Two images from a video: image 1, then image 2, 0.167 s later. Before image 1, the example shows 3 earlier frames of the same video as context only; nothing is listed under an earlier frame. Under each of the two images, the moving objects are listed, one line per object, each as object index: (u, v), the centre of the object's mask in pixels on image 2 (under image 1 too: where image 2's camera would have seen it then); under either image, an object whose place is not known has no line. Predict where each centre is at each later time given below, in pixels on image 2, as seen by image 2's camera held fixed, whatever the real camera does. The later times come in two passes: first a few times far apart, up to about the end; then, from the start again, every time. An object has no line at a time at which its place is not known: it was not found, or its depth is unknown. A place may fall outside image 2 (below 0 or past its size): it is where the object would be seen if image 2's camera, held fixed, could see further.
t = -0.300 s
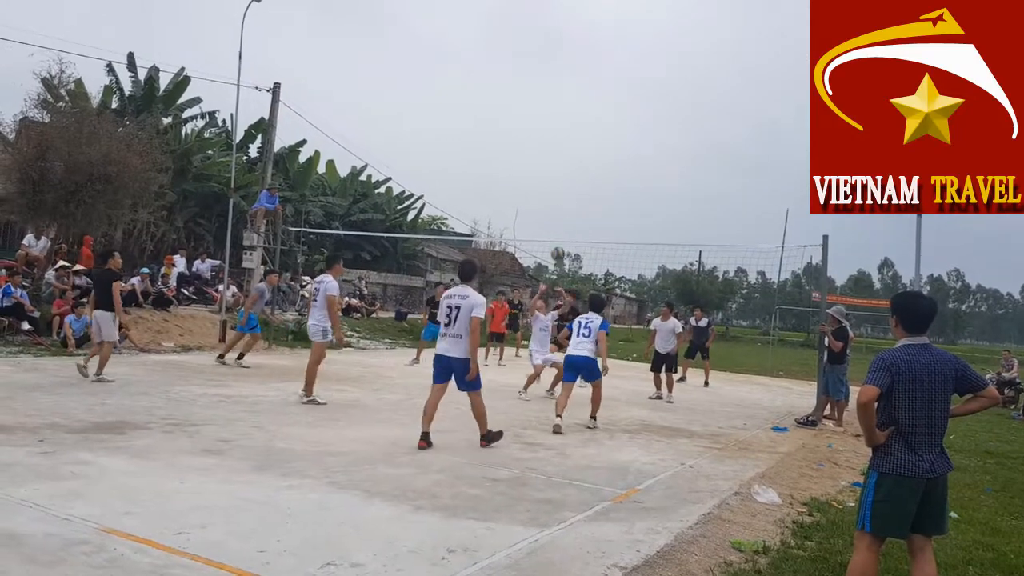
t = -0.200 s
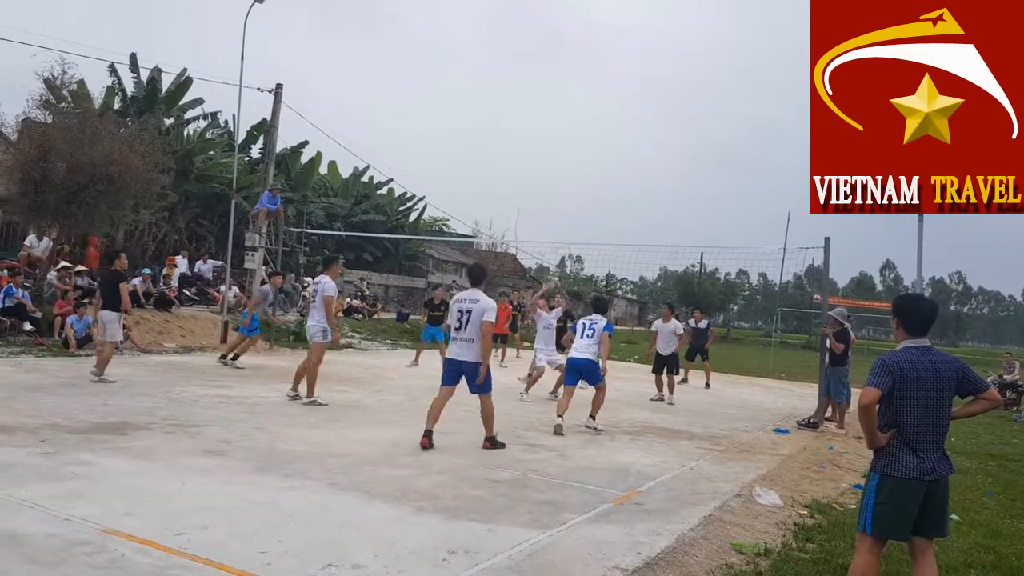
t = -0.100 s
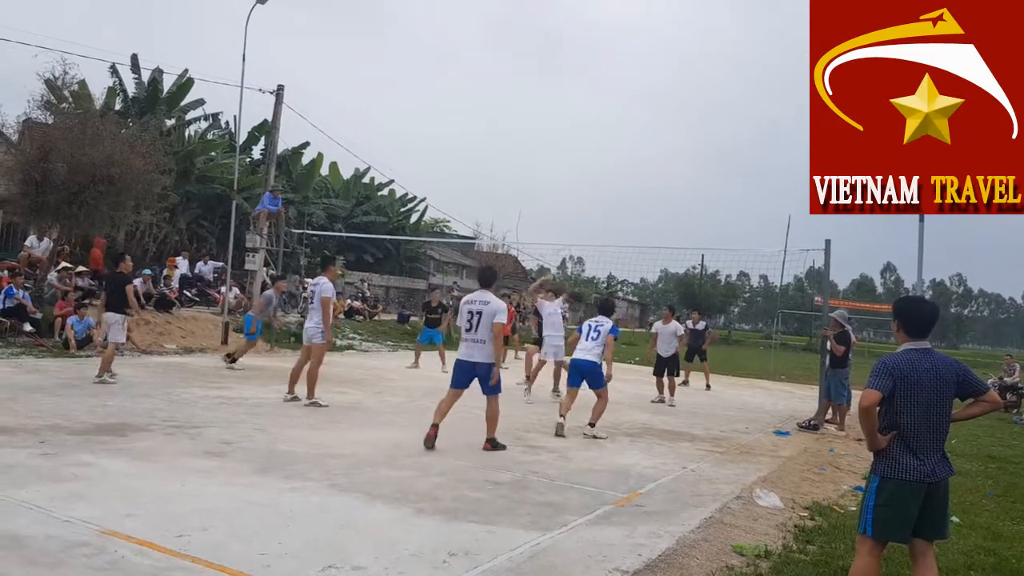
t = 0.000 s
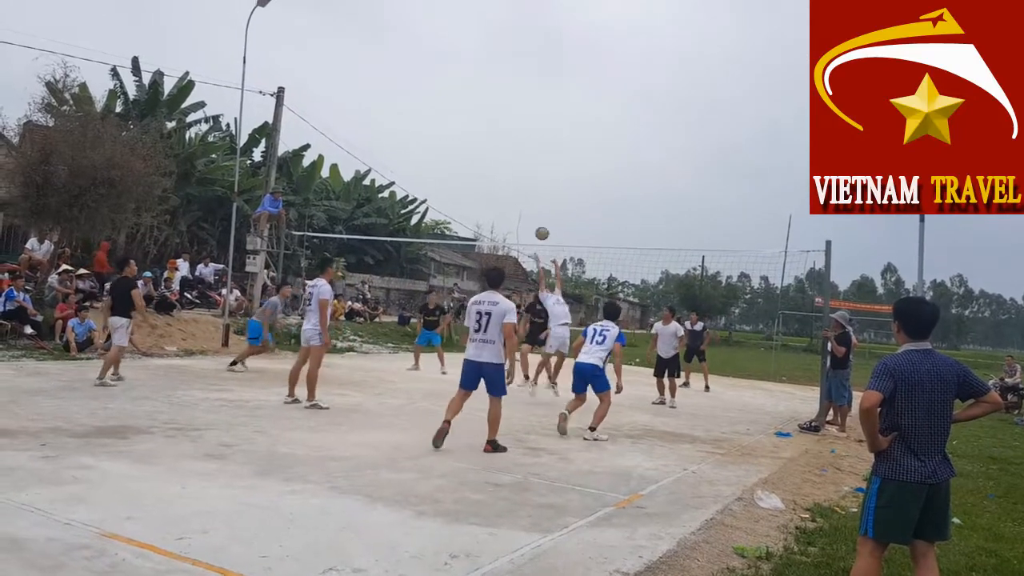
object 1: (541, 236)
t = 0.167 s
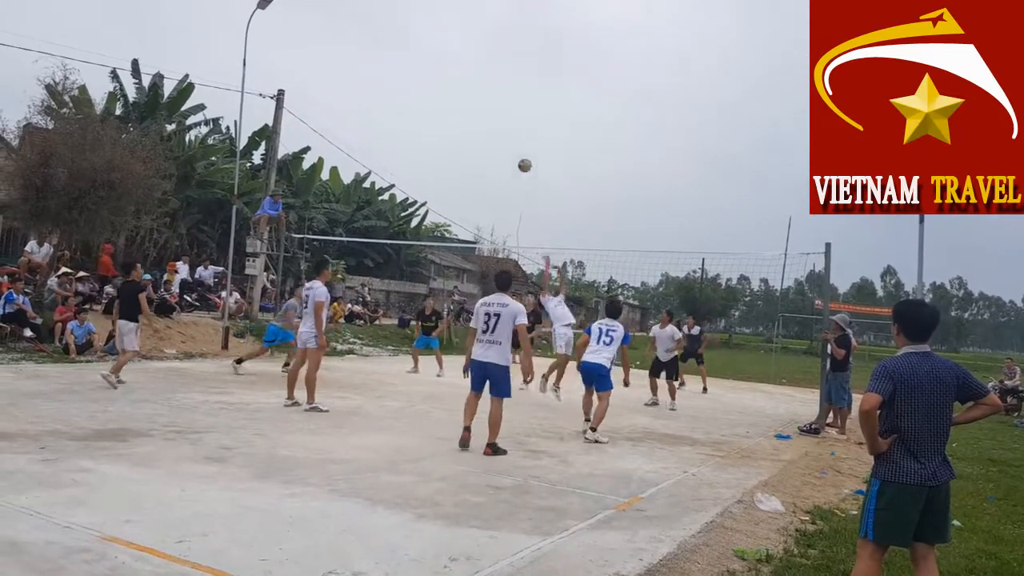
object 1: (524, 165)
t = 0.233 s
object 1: (517, 143)
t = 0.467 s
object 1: (493, 91)
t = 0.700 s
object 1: (467, 75)
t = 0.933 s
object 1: (442, 91)
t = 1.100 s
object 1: (425, 120)
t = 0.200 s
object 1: (521, 154)
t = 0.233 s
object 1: (517, 143)
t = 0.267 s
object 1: (514, 133)
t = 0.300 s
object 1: (511, 124)
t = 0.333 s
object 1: (507, 116)
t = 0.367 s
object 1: (504, 109)
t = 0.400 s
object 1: (500, 102)
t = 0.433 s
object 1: (497, 96)
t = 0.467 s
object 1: (493, 91)
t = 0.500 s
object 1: (489, 86)
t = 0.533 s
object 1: (486, 83)
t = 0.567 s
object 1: (482, 80)
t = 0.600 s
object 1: (478, 77)
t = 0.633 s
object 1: (475, 76)
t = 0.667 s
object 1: (471, 75)
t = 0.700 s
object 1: (467, 75)
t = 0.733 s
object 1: (463, 75)
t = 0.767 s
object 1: (460, 76)
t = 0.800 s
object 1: (456, 78)
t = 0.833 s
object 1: (453, 80)
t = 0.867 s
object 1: (449, 83)
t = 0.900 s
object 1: (446, 87)
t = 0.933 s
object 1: (442, 91)
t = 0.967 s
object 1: (439, 95)
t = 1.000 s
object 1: (435, 101)
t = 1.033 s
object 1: (432, 107)
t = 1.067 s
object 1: (428, 113)
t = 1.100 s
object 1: (425, 120)
